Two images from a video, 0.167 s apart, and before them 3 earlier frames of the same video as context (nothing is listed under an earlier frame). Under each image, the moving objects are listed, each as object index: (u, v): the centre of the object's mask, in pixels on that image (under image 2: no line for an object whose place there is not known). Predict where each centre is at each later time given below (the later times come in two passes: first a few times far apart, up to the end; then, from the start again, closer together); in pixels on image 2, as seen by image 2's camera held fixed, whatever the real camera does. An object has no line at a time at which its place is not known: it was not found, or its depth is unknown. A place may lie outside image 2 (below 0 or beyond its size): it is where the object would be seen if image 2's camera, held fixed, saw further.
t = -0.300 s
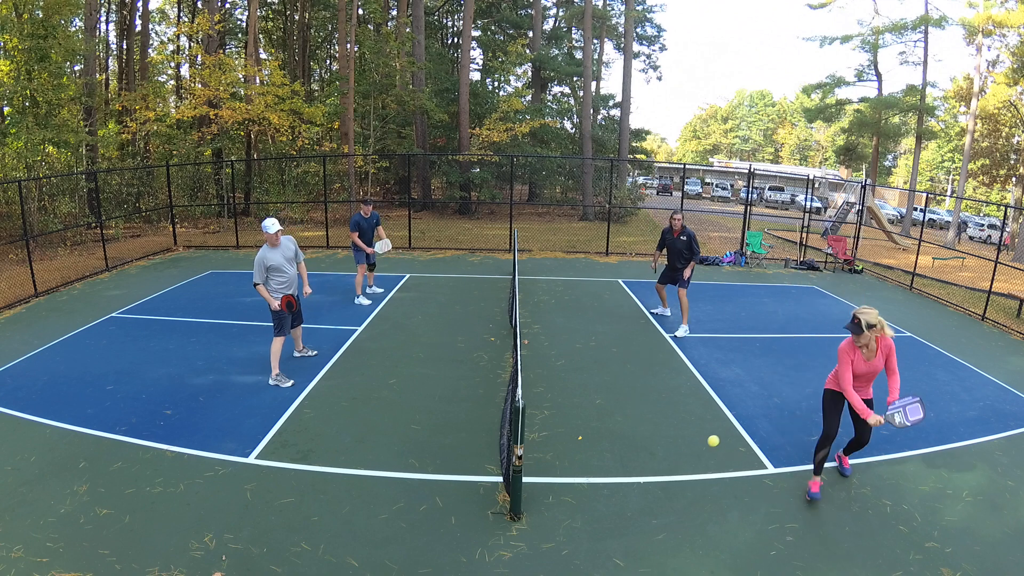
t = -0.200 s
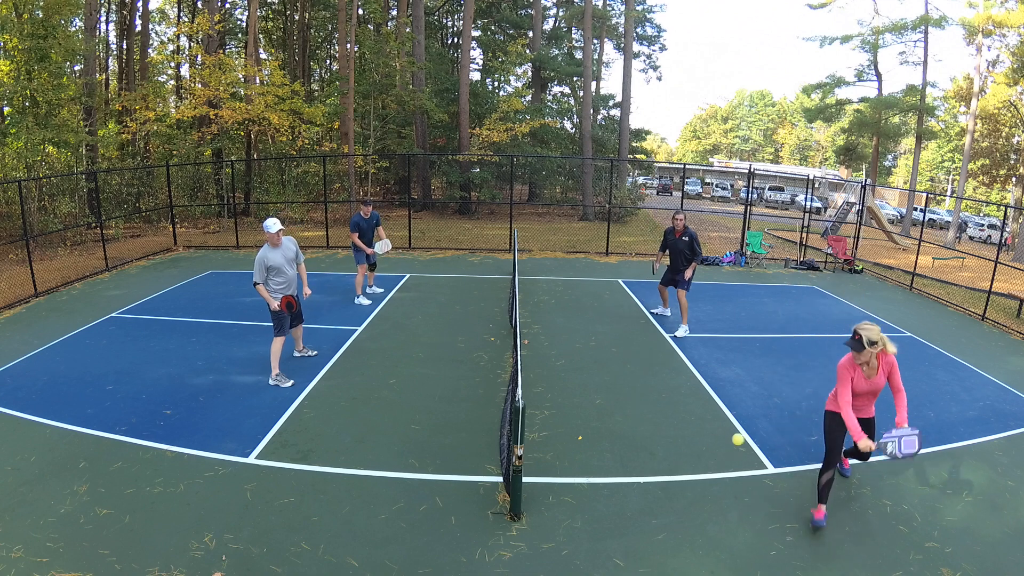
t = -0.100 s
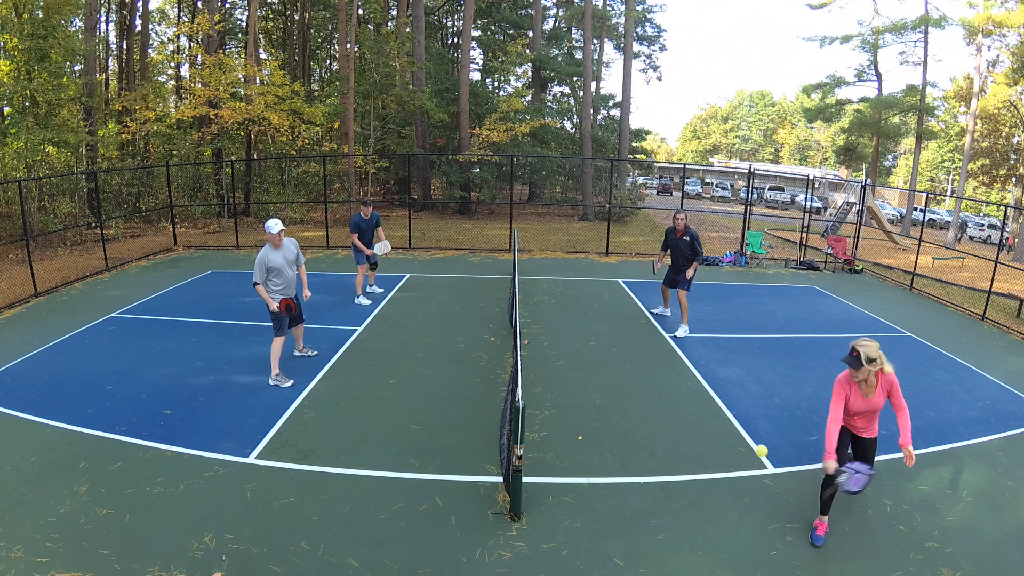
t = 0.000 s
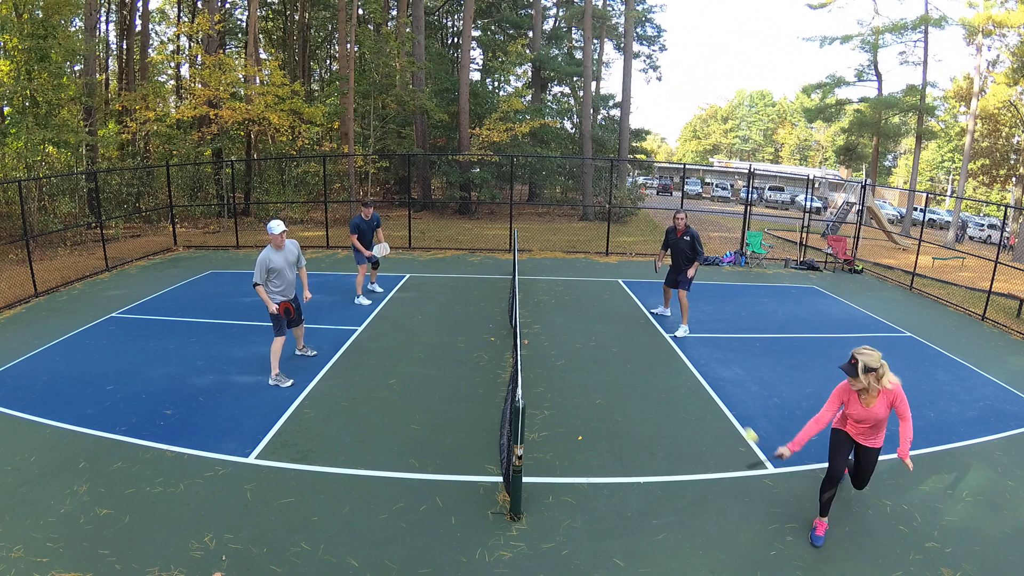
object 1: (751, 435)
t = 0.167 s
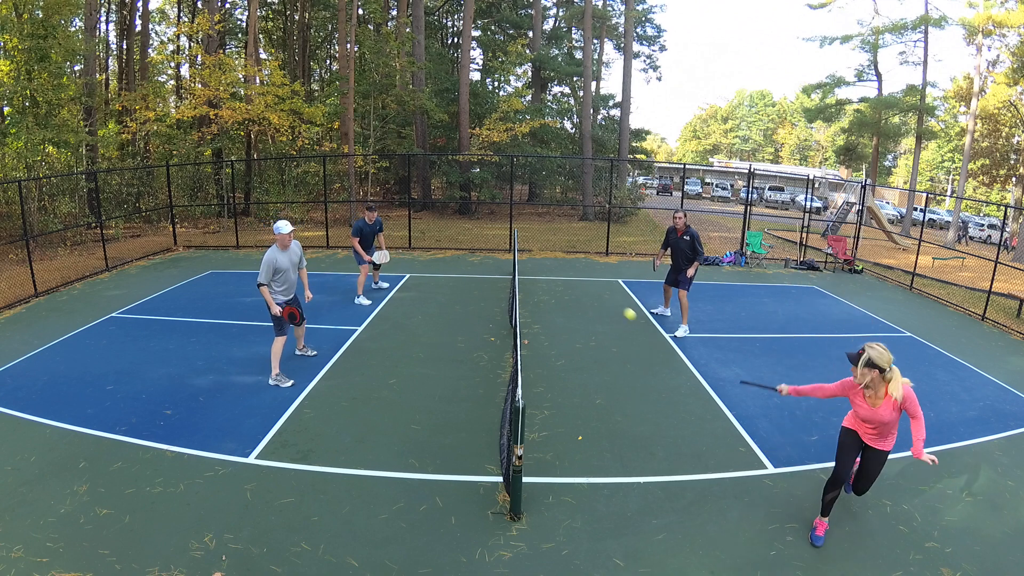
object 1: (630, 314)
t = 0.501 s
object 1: (498, 250)
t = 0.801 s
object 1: (442, 275)
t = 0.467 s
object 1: (507, 250)
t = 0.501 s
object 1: (498, 250)
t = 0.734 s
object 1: (452, 266)
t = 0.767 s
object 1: (447, 270)
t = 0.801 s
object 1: (442, 275)
